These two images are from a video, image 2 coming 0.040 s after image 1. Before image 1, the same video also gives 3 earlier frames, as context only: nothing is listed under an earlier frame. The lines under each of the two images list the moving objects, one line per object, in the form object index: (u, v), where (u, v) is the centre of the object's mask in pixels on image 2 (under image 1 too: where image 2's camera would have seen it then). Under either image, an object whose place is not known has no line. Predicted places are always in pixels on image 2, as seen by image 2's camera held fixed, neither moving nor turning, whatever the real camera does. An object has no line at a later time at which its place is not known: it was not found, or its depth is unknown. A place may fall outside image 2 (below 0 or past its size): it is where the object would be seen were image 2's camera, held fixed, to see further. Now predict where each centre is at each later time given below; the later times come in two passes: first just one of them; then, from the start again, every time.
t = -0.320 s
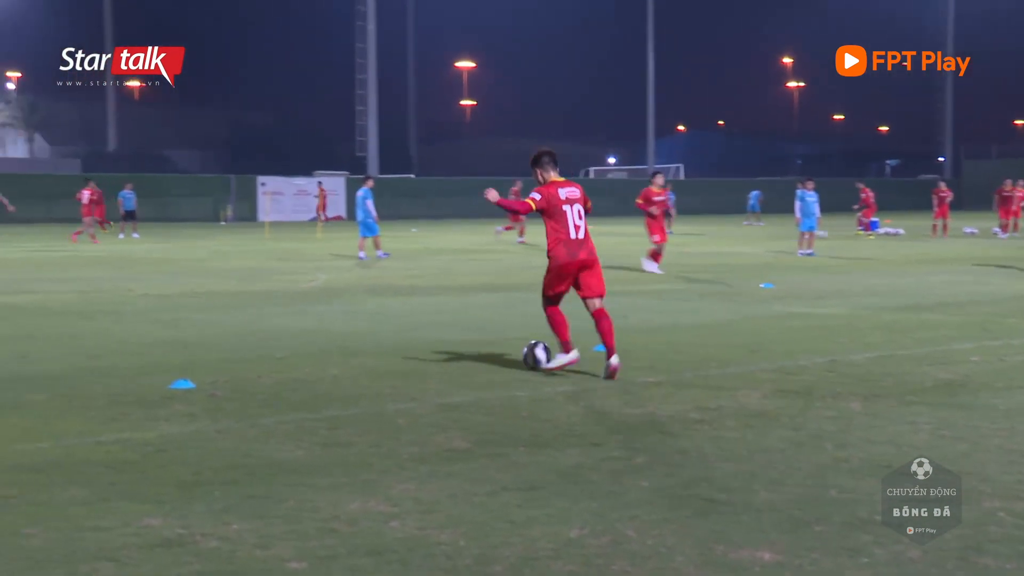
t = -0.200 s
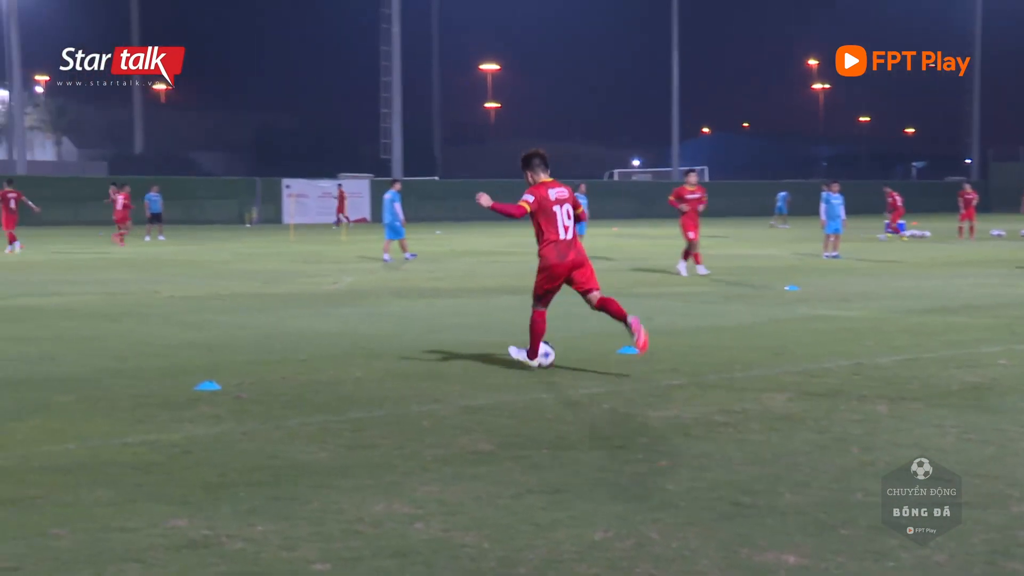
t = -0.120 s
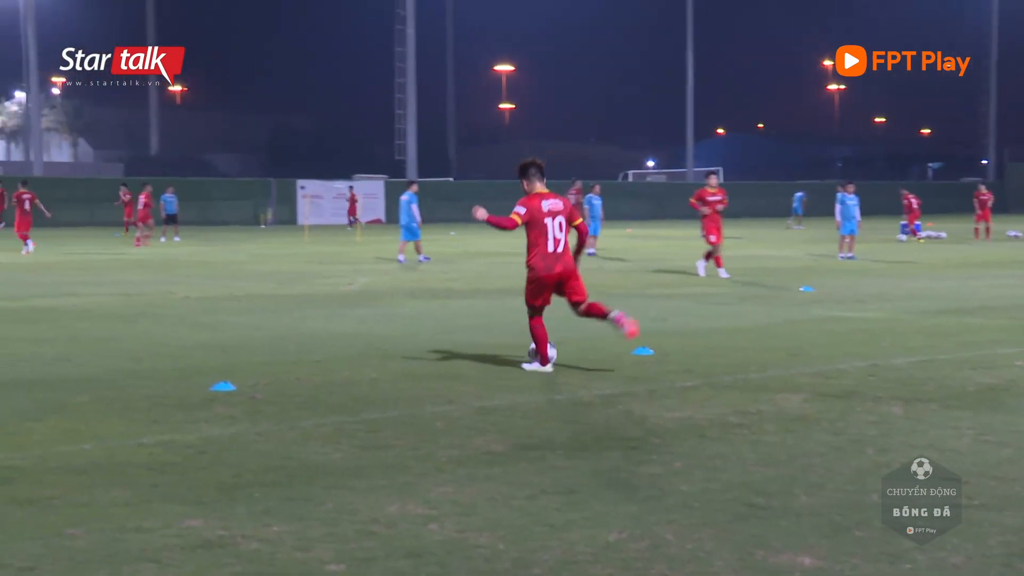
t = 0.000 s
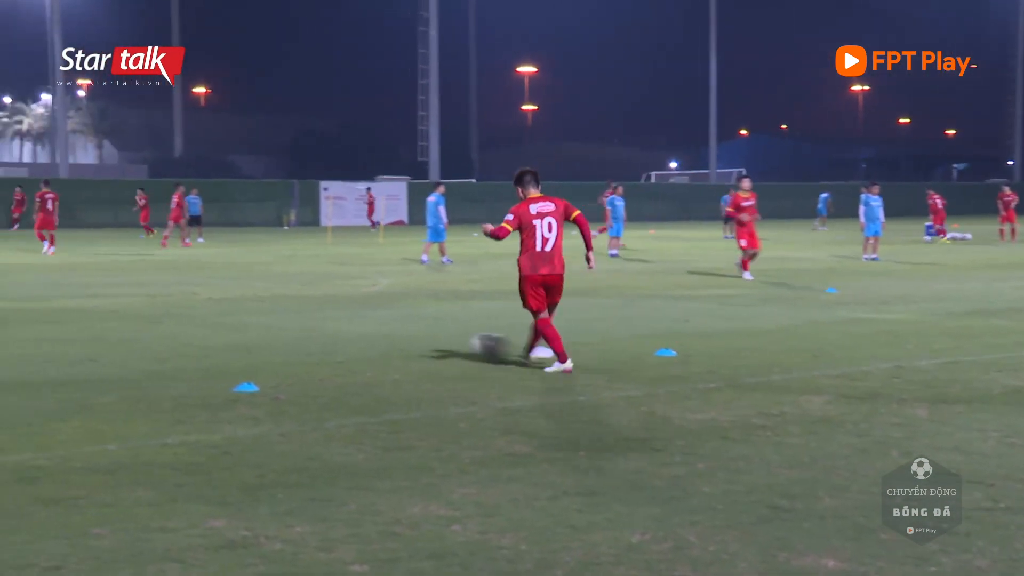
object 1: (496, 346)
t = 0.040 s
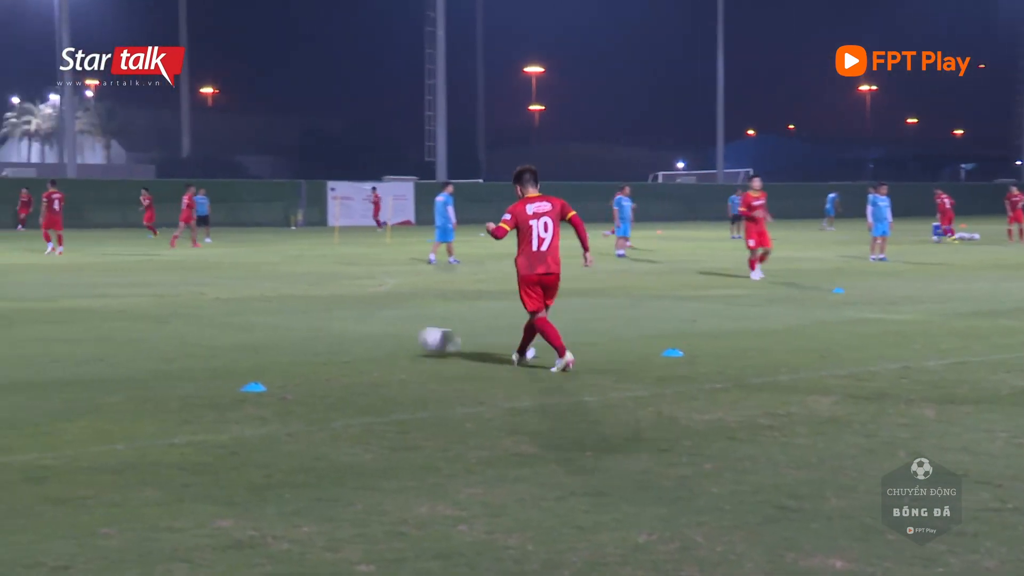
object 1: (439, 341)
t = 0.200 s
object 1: (236, 329)
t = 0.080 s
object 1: (383, 337)
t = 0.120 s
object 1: (329, 336)
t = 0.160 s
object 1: (279, 335)
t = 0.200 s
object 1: (236, 329)
